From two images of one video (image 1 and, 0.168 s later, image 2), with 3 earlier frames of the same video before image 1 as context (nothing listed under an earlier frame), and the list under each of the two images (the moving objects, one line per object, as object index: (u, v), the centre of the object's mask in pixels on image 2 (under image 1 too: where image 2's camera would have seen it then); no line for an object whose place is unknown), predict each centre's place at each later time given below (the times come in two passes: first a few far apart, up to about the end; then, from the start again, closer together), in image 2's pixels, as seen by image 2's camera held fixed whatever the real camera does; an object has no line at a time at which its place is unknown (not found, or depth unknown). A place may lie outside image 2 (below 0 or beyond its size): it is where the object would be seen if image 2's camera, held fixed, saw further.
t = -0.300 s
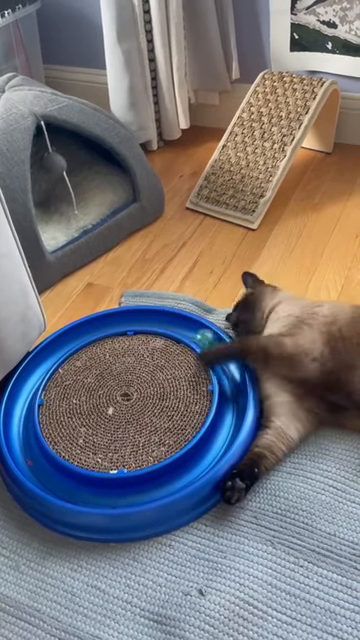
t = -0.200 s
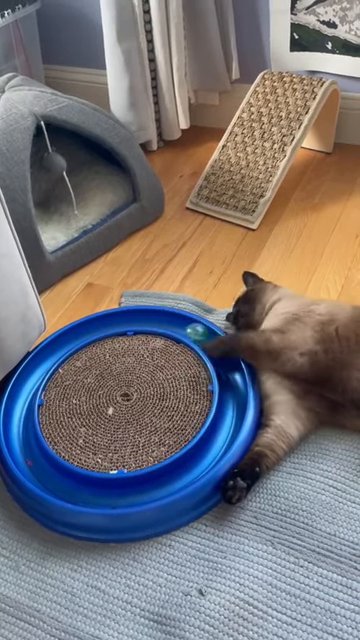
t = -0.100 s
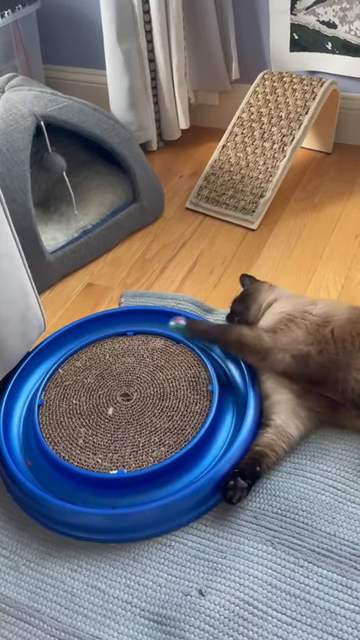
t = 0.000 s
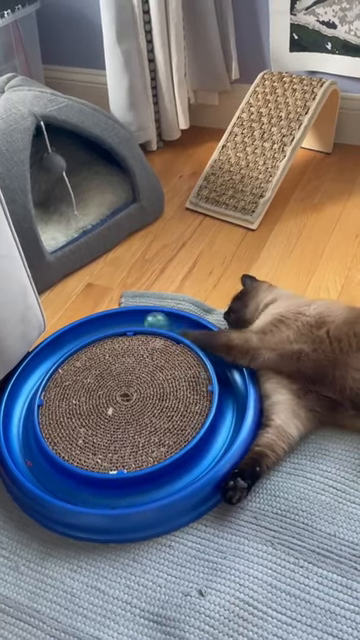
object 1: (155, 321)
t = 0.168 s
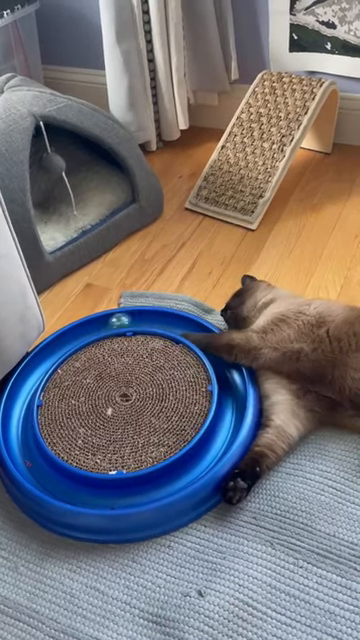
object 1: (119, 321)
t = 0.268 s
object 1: (97, 327)
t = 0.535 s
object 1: (47, 358)
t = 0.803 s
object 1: (22, 394)
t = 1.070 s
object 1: (15, 427)
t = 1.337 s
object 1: (22, 452)
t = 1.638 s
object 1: (37, 472)
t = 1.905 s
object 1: (48, 481)
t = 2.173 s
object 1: (56, 486)
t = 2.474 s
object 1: (63, 490)
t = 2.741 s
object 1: (66, 491)
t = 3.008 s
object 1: (69, 492)
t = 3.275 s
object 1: (70, 492)
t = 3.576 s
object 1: (67, 491)
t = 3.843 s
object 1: (65, 491)
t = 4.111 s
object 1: (66, 491)
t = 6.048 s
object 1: (65, 491)
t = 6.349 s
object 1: (66, 491)
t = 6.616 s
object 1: (66, 491)
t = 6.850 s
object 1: (66, 491)
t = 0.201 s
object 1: (112, 322)
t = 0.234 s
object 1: (104, 325)
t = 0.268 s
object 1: (97, 327)
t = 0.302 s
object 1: (92, 327)
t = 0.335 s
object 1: (84, 331)
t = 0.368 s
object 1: (77, 335)
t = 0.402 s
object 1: (72, 338)
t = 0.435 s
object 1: (66, 341)
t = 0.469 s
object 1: (60, 346)
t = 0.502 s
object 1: (55, 352)
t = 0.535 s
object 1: (47, 358)
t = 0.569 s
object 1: (43, 363)
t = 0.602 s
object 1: (39, 367)
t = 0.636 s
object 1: (35, 371)
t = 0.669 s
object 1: (31, 378)
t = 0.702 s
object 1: (27, 380)
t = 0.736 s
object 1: (25, 387)
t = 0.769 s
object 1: (23, 391)
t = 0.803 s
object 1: (22, 394)
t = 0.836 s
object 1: (20, 398)
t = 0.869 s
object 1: (19, 403)
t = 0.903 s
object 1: (17, 407)
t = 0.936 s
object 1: (17, 411)
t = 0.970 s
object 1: (17, 416)
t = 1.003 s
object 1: (16, 421)
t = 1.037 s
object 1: (16, 423)
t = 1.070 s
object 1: (15, 427)
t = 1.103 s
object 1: (16, 430)
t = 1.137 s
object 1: (17, 434)
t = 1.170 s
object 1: (18, 437)
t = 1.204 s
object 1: (18, 441)
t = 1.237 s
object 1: (19, 444)
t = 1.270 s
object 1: (18, 445)
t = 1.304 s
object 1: (21, 449)
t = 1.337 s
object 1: (22, 452)
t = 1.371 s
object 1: (23, 454)
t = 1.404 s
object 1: (24, 457)
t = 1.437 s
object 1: (27, 460)
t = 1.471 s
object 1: (28, 463)
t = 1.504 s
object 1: (30, 464)
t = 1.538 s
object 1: (31, 466)
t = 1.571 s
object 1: (33, 468)
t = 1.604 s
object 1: (35, 470)
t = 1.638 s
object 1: (37, 472)
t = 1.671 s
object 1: (40, 472)
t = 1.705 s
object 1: (40, 475)
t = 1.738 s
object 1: (41, 476)
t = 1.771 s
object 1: (42, 477)
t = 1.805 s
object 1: (44, 478)
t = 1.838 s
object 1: (46, 479)
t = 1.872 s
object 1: (45, 480)
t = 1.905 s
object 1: (48, 481)
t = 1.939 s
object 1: (49, 482)
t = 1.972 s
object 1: (50, 483)
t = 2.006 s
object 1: (51, 484)
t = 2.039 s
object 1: (52, 484)
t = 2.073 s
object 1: (53, 485)
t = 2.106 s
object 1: (54, 485)
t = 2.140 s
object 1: (55, 486)
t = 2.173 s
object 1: (56, 486)
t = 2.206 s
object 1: (58, 487)
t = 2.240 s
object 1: (58, 487)
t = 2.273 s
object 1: (59, 488)
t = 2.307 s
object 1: (59, 488)
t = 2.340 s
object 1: (60, 488)
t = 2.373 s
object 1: (61, 489)
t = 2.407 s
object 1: (62, 489)
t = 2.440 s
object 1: (62, 489)
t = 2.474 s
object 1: (63, 490)
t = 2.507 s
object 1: (63, 490)
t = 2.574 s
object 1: (64, 490)
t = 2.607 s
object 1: (64, 490)
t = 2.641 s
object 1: (64, 491)
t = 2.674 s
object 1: (65, 490)
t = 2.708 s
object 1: (66, 491)
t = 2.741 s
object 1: (66, 491)
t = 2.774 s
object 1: (67, 491)
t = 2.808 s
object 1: (67, 491)
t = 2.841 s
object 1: (67, 491)
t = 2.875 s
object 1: (68, 491)
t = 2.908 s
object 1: (68, 491)
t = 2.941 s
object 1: (69, 492)
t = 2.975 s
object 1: (69, 492)
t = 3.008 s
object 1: (69, 492)
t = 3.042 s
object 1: (69, 492)
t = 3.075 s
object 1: (70, 492)
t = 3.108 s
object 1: (70, 492)
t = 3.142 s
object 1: (70, 492)
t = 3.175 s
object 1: (70, 492)
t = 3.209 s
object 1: (70, 492)
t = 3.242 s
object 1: (70, 492)
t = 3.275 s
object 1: (70, 492)
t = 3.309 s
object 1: (70, 492)
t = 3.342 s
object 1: (69, 492)
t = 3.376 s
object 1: (69, 492)
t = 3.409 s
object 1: (69, 492)
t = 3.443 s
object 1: (69, 492)
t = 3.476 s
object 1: (68, 492)
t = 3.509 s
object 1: (67, 491)
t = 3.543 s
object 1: (67, 491)
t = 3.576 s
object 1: (67, 491)
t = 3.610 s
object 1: (67, 491)
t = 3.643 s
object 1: (67, 491)
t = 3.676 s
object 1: (66, 491)
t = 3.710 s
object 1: (66, 491)
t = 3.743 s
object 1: (66, 491)
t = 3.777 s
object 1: (66, 491)
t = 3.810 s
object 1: (65, 491)
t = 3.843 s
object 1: (65, 491)
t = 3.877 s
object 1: (65, 491)
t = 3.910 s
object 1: (65, 491)
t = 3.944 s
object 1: (65, 491)
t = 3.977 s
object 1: (65, 491)
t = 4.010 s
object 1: (65, 491)
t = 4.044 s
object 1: (65, 491)
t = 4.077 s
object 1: (65, 491)
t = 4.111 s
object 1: (66, 491)
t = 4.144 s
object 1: (66, 491)
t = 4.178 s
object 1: (66, 491)
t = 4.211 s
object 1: (65, 491)
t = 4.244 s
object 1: (65, 491)
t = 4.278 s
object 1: (65, 491)
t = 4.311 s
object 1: (65, 491)
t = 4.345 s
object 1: (65, 491)
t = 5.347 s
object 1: (66, 491)
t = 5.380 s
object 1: (66, 491)
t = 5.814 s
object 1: (65, 491)
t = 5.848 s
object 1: (65, 491)
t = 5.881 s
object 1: (65, 491)
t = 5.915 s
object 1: (66, 491)
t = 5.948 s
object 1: (66, 491)
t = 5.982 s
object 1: (66, 491)
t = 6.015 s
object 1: (66, 491)
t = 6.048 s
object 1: (65, 491)
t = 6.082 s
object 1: (66, 491)
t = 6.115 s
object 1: (65, 491)
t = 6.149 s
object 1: (66, 491)
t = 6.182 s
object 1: (66, 491)
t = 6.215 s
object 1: (66, 491)
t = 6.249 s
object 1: (66, 491)
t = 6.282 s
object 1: (66, 491)
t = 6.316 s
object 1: (66, 491)
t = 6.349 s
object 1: (66, 491)
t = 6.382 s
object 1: (66, 491)
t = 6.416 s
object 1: (66, 491)
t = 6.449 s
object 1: (66, 491)
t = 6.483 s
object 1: (66, 491)
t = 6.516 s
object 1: (66, 491)
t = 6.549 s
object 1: (66, 491)
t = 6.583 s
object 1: (66, 491)
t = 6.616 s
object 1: (66, 491)
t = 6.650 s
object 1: (66, 491)
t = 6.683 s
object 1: (66, 491)
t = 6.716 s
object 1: (66, 491)
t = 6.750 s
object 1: (66, 491)
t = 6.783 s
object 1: (66, 491)
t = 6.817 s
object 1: (66, 491)
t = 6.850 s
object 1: (66, 491)
